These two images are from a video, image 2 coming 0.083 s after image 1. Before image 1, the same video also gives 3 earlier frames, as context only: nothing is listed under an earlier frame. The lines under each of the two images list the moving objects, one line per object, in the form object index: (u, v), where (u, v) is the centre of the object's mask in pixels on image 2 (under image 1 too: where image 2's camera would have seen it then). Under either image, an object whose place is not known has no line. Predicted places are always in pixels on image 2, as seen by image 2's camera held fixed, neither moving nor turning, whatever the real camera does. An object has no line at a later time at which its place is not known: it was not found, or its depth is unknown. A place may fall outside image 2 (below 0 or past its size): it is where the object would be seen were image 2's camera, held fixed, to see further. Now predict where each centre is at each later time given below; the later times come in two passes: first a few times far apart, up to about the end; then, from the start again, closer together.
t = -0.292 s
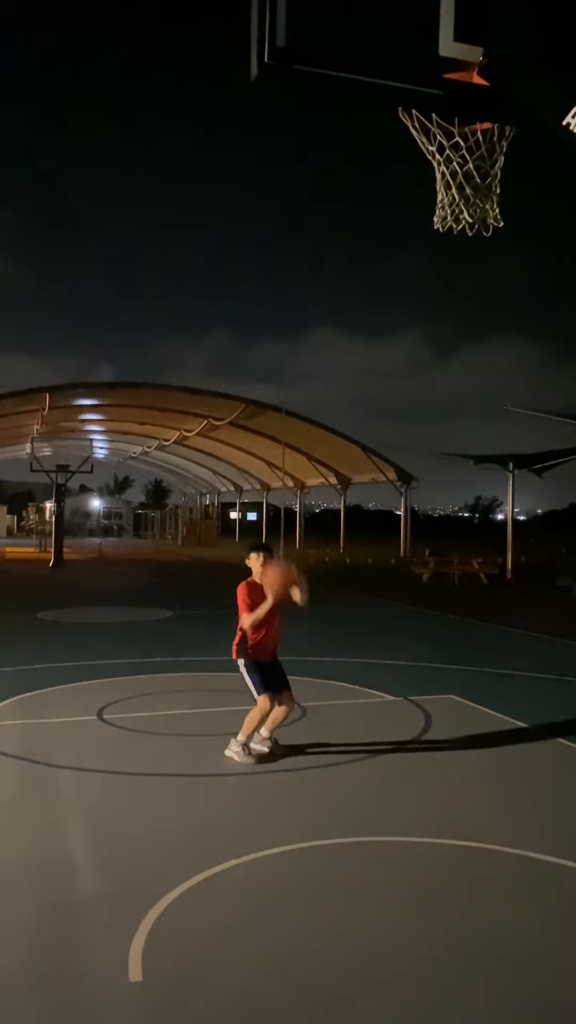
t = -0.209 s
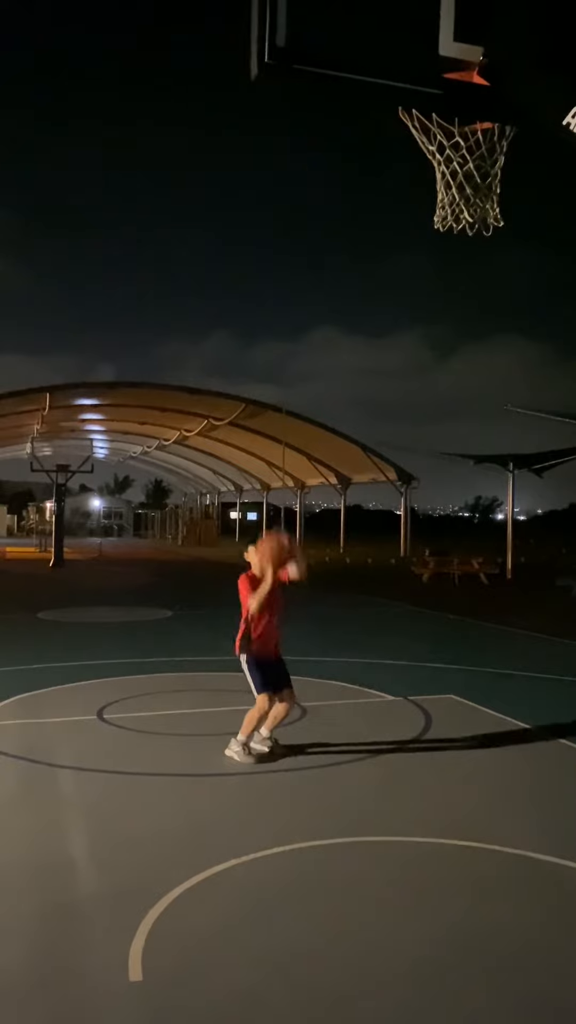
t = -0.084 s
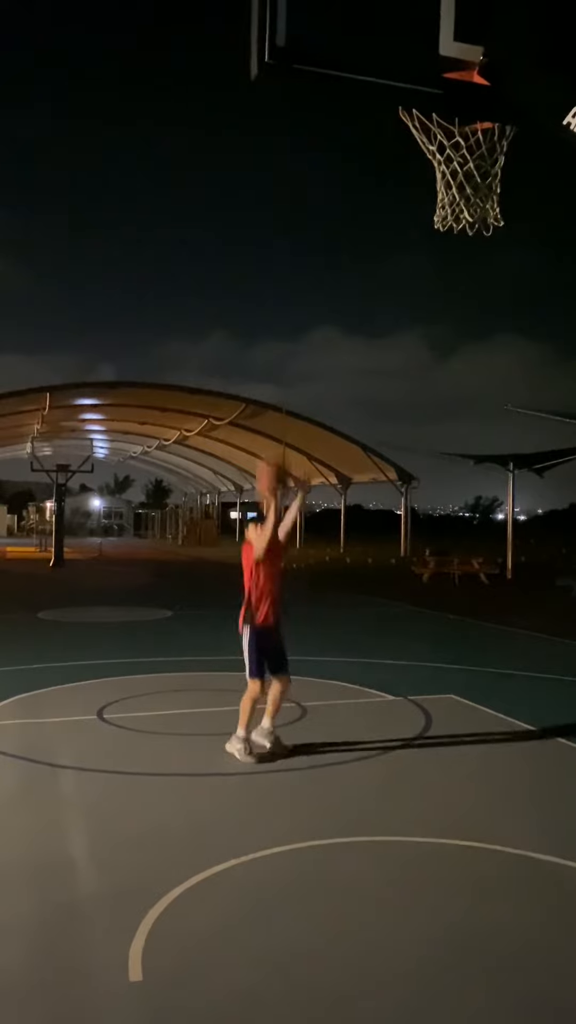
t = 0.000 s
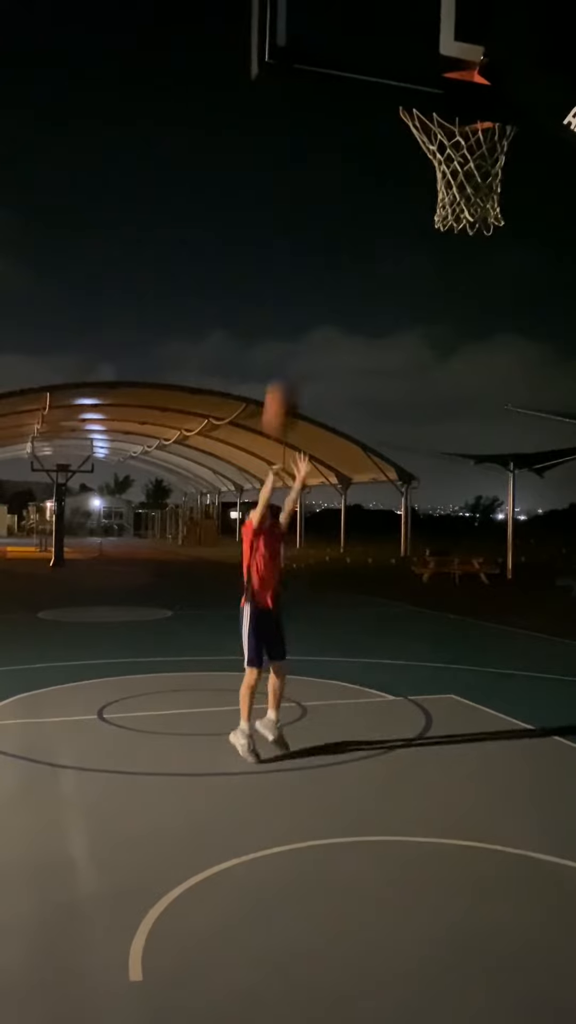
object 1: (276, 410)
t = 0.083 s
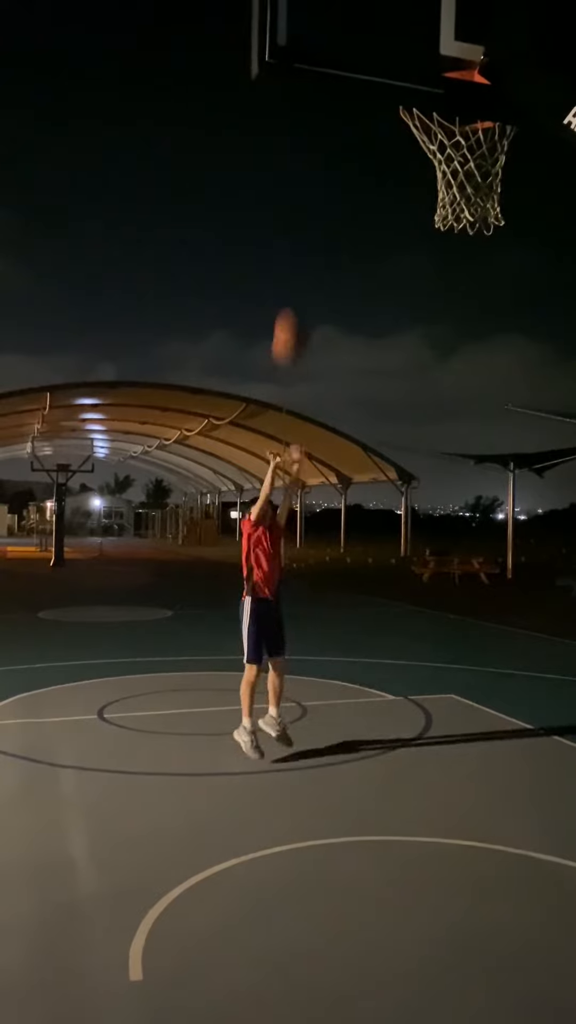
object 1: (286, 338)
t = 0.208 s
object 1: (301, 246)
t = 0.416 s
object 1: (335, 128)
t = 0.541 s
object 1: (358, 105)
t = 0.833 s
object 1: (445, 123)
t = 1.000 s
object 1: (503, 143)
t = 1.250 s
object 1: (504, 286)
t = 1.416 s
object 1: (508, 439)
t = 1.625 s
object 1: (501, 693)
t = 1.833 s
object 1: (498, 753)
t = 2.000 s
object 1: (476, 586)
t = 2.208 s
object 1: (469, 477)
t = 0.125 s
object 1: (290, 306)
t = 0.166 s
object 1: (295, 276)
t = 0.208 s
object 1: (301, 246)
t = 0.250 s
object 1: (307, 219)
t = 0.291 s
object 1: (313, 193)
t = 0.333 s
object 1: (320, 169)
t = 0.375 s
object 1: (328, 148)
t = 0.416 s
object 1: (335, 128)
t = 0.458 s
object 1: (342, 117)
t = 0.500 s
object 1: (349, 109)
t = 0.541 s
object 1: (358, 105)
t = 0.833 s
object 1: (445, 123)
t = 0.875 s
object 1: (459, 129)
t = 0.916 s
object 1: (479, 136)
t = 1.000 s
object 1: (503, 143)
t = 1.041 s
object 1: (507, 190)
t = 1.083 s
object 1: (506, 201)
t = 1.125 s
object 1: (505, 212)
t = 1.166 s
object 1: (505, 233)
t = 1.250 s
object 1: (504, 286)
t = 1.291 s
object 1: (503, 318)
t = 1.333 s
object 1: (504, 355)
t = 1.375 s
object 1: (509, 393)
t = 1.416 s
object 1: (508, 439)
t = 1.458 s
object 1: (500, 481)
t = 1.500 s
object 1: (500, 538)
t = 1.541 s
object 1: (500, 586)
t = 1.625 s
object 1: (501, 693)
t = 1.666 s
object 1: (509, 759)
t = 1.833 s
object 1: (498, 753)
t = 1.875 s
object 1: (488, 702)
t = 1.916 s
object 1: (485, 659)
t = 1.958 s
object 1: (480, 618)
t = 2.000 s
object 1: (476, 586)
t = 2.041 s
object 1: (474, 557)
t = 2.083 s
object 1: (474, 536)
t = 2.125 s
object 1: (474, 509)
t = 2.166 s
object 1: (473, 491)
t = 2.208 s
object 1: (469, 477)
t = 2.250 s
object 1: (466, 466)
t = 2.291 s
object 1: (463, 459)
